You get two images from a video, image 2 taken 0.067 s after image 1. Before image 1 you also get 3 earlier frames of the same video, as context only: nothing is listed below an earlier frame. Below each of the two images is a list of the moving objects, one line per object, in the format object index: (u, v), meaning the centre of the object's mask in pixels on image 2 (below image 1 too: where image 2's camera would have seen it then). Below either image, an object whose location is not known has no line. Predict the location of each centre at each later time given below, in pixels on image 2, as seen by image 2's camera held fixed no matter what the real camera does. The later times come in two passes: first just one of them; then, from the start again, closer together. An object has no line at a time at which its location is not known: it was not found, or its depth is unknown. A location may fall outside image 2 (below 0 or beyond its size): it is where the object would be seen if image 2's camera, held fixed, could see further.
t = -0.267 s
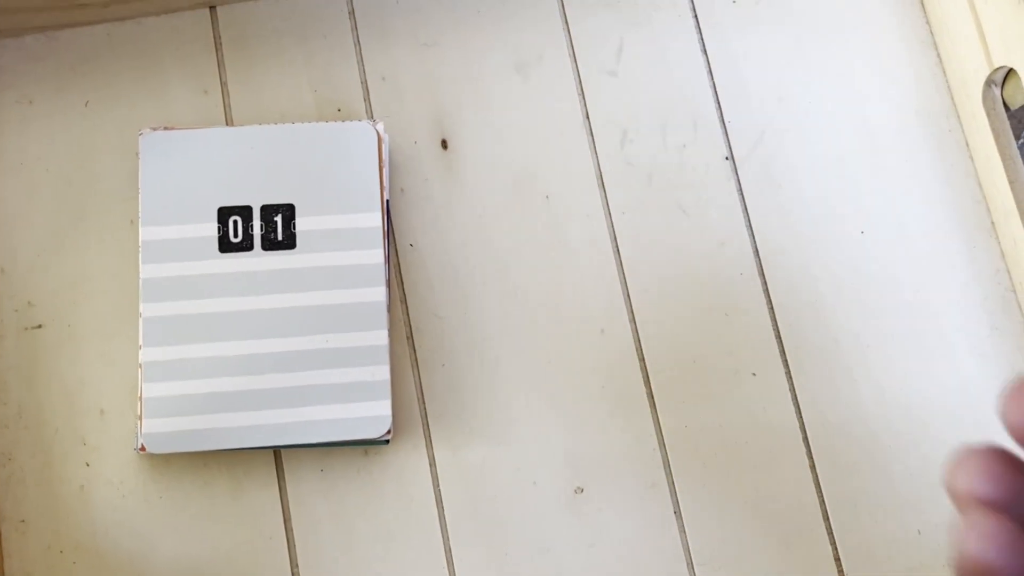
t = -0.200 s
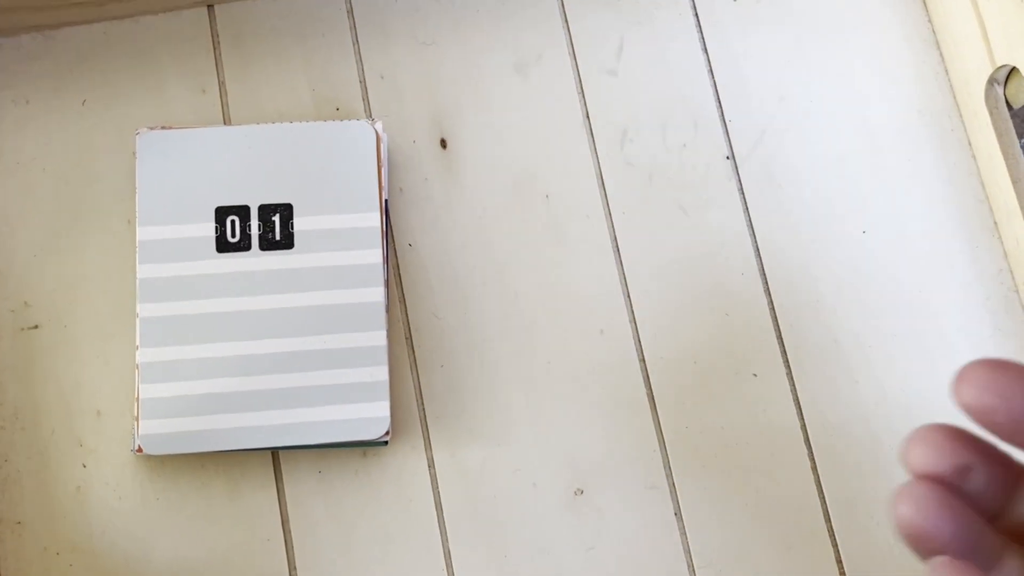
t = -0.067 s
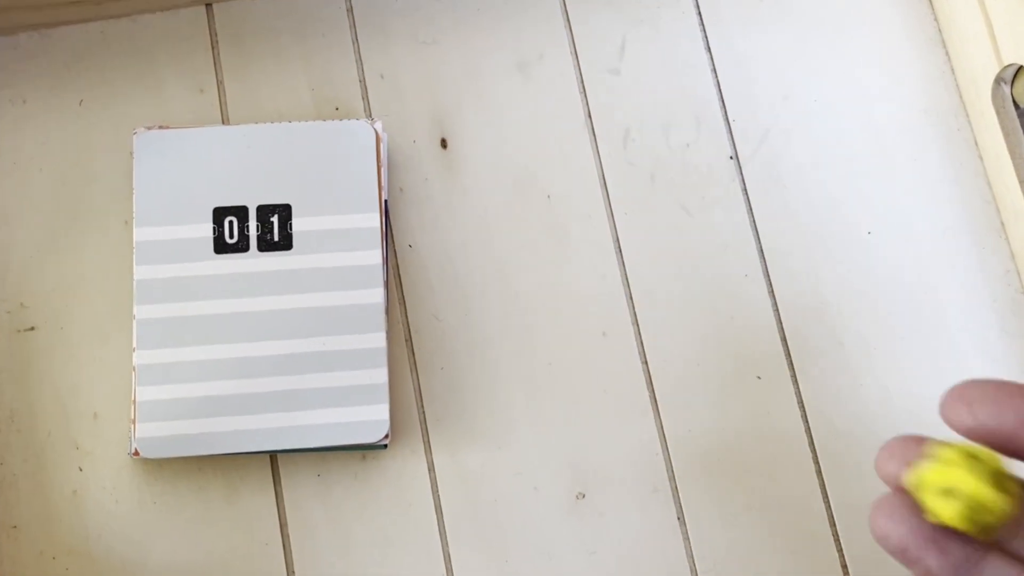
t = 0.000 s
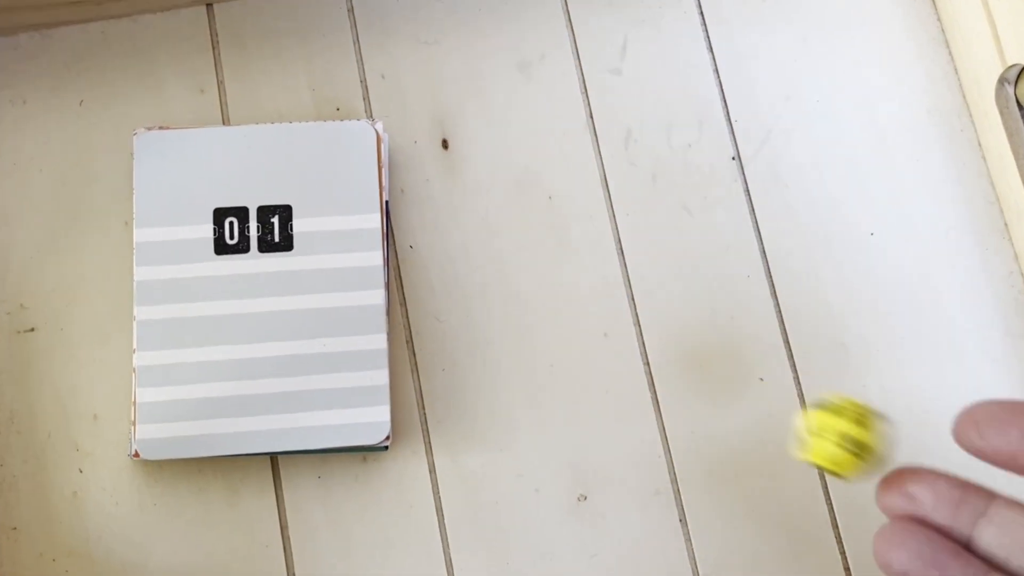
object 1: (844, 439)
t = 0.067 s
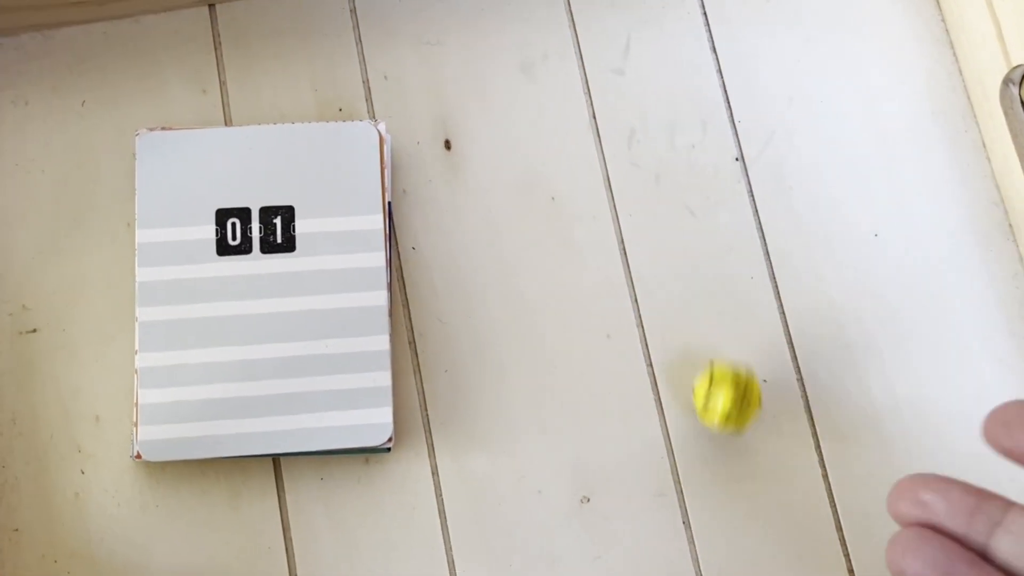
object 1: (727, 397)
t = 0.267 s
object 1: (672, 209)
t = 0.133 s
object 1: (699, 329)
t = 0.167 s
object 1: (692, 296)
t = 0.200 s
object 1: (684, 264)
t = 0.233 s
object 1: (677, 236)
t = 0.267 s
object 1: (672, 209)
